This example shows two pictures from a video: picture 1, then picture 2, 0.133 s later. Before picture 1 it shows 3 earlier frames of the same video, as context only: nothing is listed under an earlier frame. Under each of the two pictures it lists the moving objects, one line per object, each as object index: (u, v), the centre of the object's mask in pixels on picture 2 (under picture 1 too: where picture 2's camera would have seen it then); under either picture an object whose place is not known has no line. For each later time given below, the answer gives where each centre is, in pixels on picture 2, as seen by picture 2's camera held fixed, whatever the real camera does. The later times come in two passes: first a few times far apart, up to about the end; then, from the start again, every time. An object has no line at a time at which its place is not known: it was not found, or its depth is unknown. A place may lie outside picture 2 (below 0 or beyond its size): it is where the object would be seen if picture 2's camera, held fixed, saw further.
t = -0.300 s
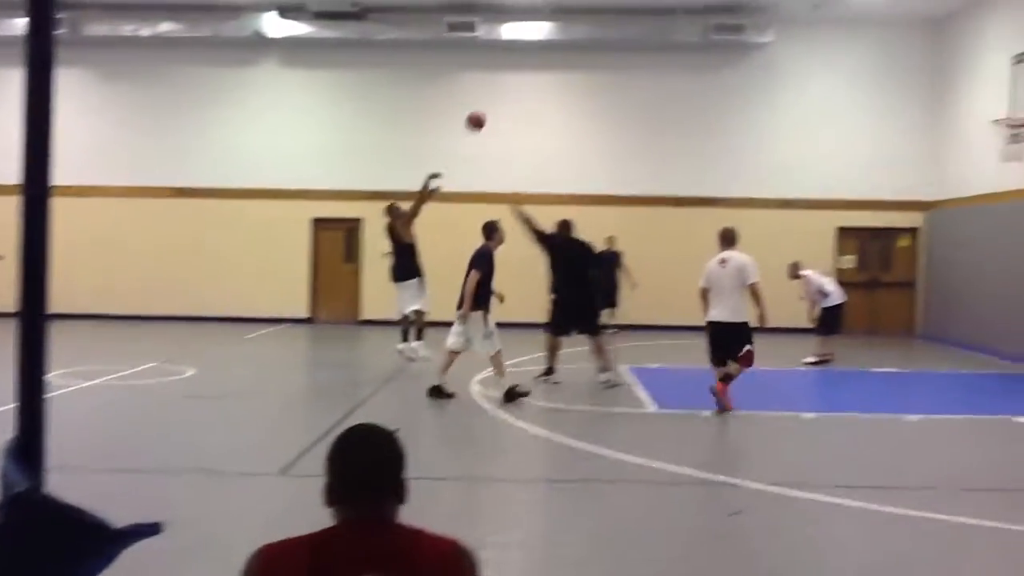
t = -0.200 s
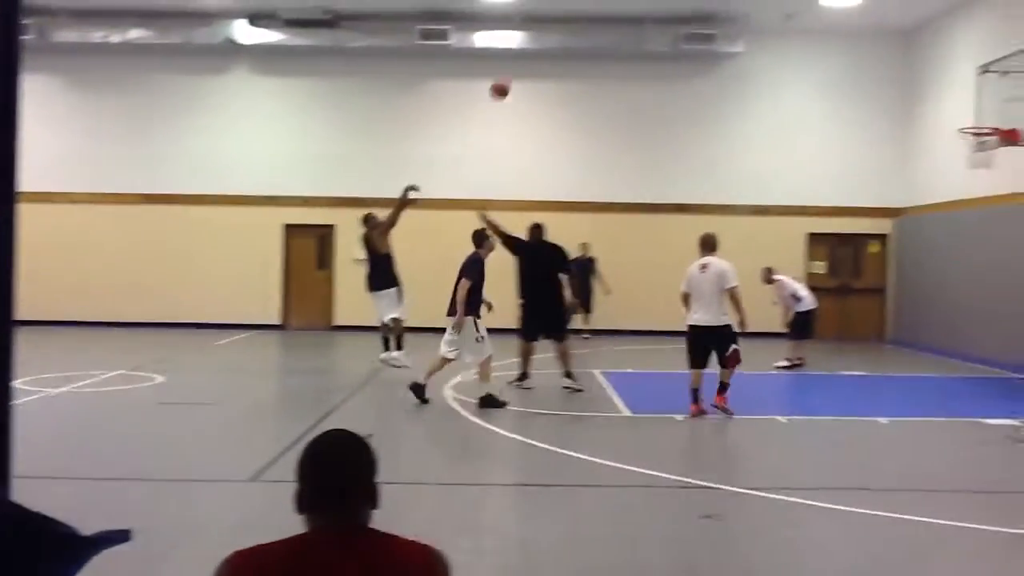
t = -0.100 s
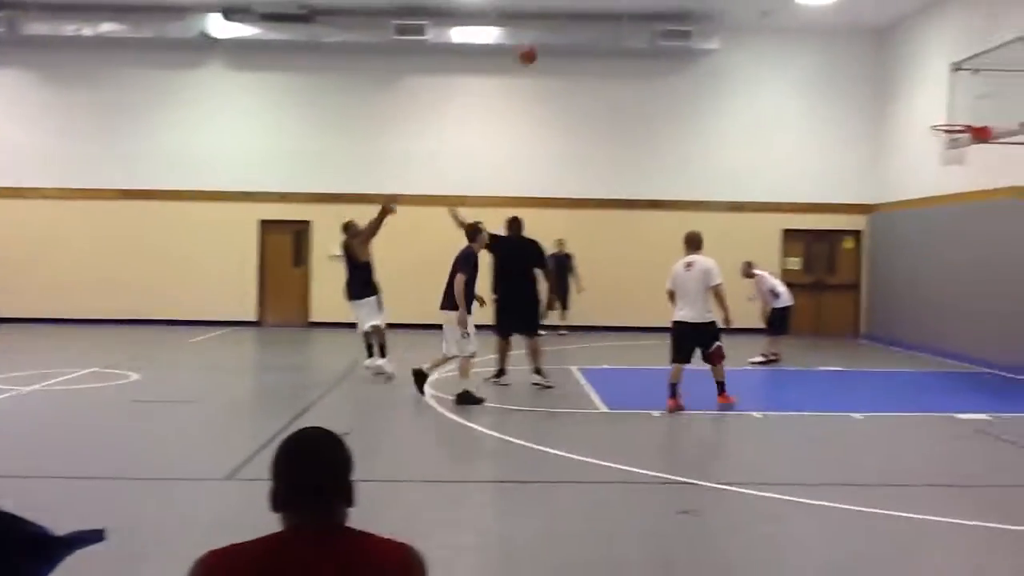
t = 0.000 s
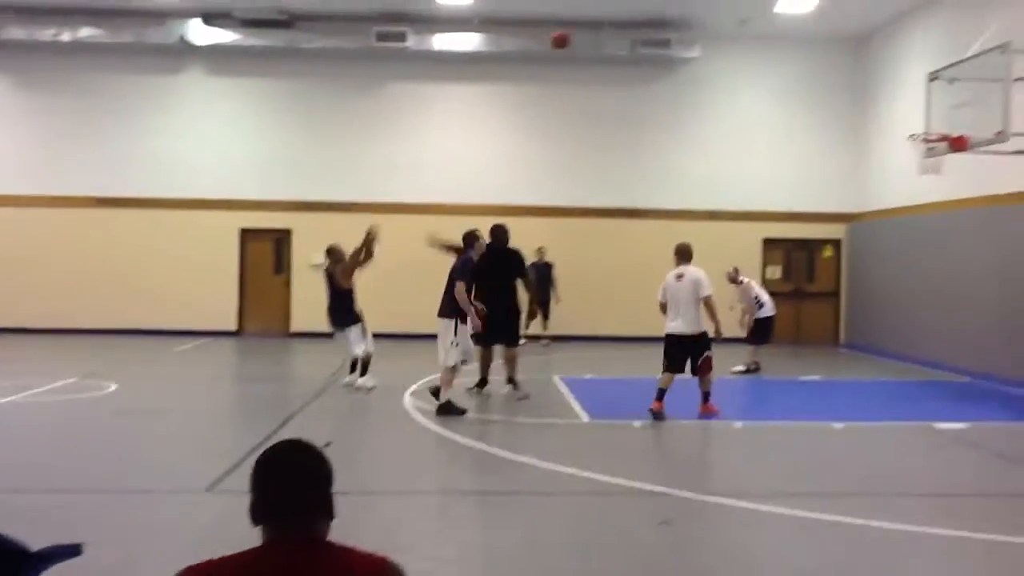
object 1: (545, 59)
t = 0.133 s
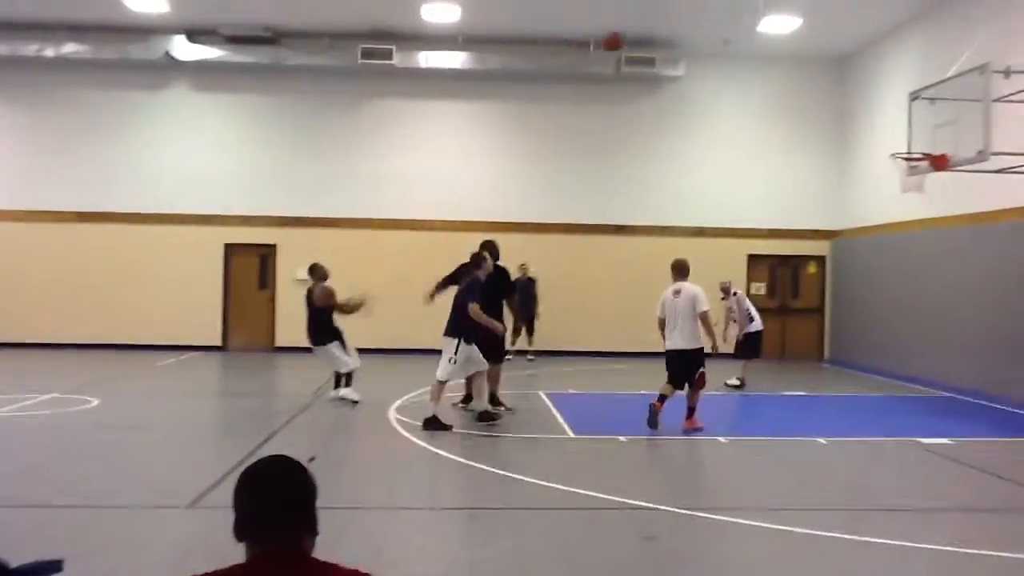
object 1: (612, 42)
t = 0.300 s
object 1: (694, 41)
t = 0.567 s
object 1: (823, 87)
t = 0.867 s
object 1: (907, 168)
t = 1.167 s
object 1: (897, 170)
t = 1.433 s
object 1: (928, 207)
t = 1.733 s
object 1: (960, 321)
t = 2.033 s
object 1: (988, 347)
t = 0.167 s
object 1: (628, 39)
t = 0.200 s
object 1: (644, 38)
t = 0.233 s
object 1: (662, 38)
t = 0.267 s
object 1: (677, 39)
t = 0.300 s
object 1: (694, 41)
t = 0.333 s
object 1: (710, 43)
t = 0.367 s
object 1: (727, 46)
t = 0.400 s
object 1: (744, 50)
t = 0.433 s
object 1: (760, 54)
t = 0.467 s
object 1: (777, 60)
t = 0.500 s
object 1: (792, 68)
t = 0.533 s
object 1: (807, 77)
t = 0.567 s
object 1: (823, 87)
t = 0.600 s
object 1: (840, 97)
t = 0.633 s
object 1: (856, 107)
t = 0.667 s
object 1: (874, 118)
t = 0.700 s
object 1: (890, 130)
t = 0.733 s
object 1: (907, 143)
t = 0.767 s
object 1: (919, 154)
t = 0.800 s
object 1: (919, 160)
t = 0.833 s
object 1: (913, 166)
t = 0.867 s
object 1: (907, 168)
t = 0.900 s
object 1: (901, 169)
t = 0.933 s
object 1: (895, 169)
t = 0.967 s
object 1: (892, 168)
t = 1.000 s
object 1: (890, 167)
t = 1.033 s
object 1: (890, 167)
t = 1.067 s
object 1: (890, 167)
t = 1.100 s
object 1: (891, 167)
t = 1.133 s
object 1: (894, 168)
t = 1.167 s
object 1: (897, 170)
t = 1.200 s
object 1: (900, 172)
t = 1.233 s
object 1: (904, 175)
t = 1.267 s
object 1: (908, 179)
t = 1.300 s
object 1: (912, 183)
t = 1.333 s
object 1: (916, 187)
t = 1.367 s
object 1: (920, 194)
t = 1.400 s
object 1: (924, 200)
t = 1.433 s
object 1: (928, 207)
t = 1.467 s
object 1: (932, 216)
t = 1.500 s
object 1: (936, 226)
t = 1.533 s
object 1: (940, 237)
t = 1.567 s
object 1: (943, 249)
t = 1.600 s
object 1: (947, 262)
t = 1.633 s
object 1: (950, 275)
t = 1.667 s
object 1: (953, 289)
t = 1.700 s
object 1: (957, 305)
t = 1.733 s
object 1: (960, 321)
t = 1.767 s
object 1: (964, 338)
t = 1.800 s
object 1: (968, 356)
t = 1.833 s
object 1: (971, 375)
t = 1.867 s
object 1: (977, 395)
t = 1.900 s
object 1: (979, 397)
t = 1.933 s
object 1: (982, 386)
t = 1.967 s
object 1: (983, 374)
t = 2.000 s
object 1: (986, 360)
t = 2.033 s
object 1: (988, 347)
